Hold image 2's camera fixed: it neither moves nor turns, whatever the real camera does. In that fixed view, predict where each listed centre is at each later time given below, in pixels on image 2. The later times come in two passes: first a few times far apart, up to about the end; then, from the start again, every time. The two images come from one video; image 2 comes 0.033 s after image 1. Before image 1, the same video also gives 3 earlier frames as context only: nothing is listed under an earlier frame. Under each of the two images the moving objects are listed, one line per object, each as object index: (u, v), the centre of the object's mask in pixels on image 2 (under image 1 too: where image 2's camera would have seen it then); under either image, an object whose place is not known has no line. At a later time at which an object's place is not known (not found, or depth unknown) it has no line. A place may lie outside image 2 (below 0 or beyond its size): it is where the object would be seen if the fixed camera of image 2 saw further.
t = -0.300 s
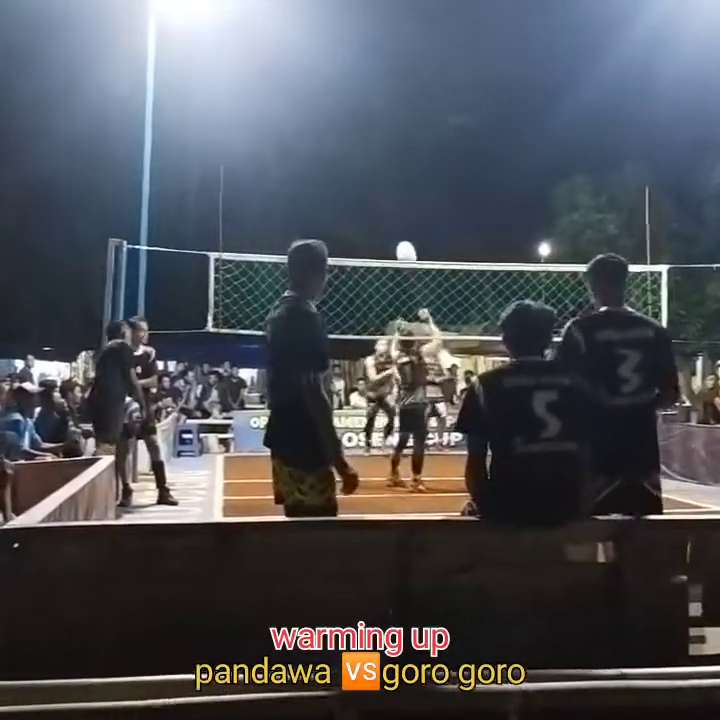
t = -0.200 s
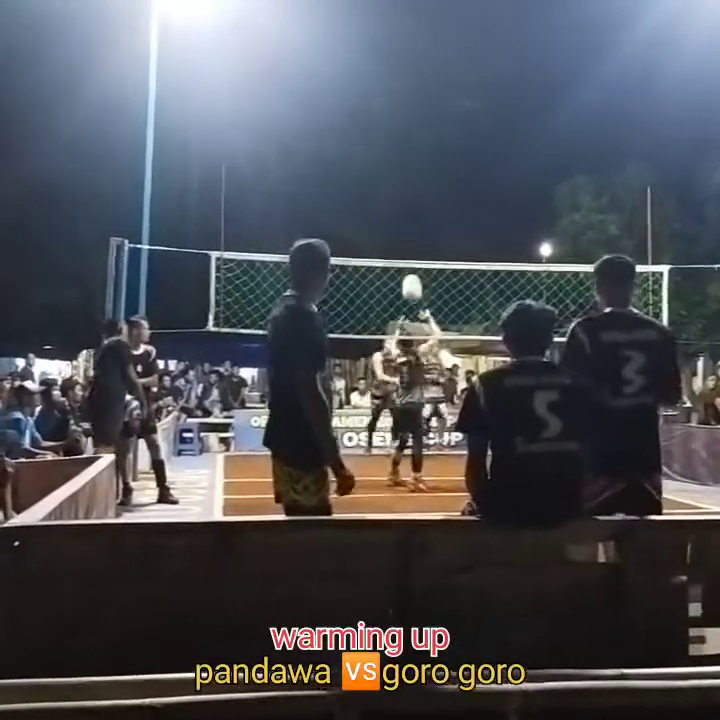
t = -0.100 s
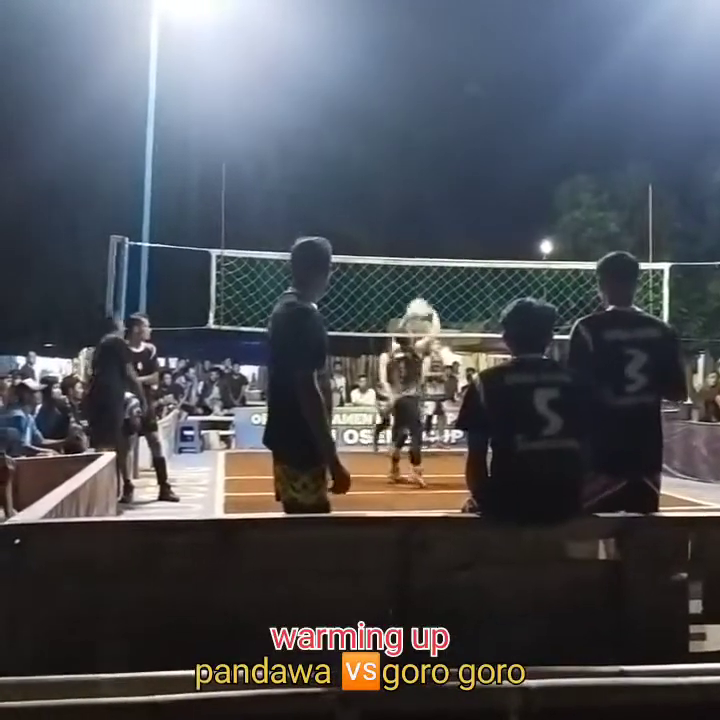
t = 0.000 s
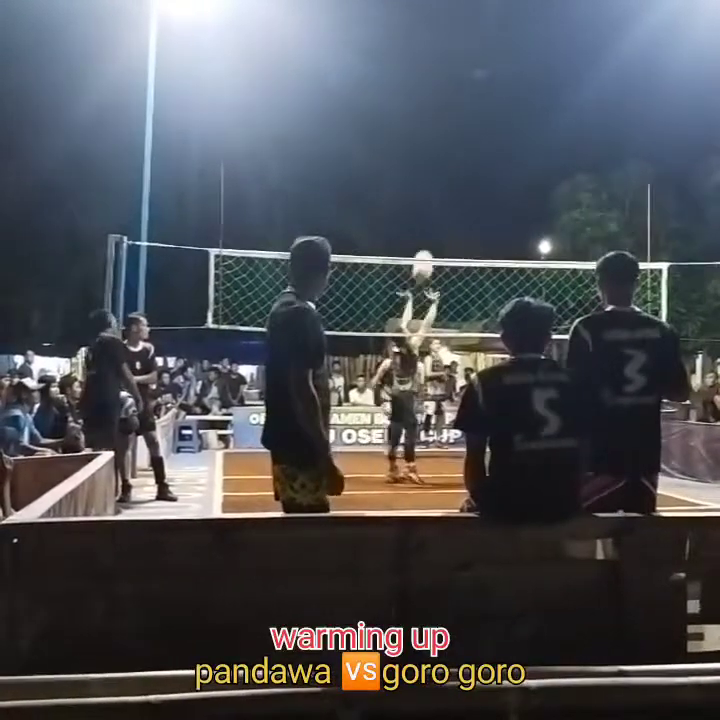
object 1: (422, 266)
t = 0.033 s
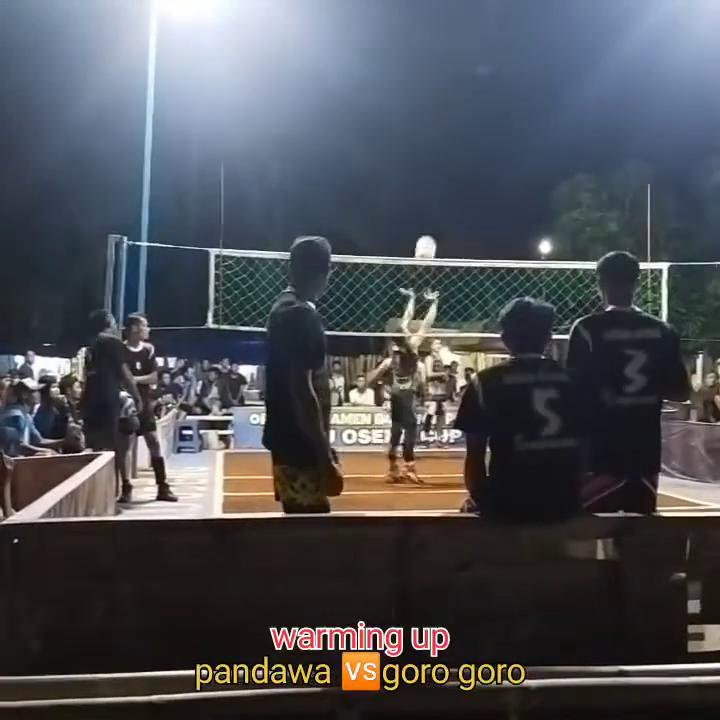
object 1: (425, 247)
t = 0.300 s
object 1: (441, 167)
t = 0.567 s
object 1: (454, 151)
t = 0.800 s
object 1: (464, 185)
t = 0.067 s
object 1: (427, 237)
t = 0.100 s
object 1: (429, 223)
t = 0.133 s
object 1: (431, 211)
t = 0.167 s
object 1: (433, 201)
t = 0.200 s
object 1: (435, 191)
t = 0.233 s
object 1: (437, 182)
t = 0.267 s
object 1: (439, 174)
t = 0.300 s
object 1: (441, 167)
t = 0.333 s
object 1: (442, 162)
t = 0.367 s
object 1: (444, 157)
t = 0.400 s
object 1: (446, 154)
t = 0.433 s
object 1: (447, 151)
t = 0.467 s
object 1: (449, 150)
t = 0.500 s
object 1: (451, 149)
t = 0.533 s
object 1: (452, 149)
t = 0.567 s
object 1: (454, 151)
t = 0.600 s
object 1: (455, 153)
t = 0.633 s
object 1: (456, 156)
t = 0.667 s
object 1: (458, 160)
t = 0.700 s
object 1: (459, 165)
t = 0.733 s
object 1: (461, 171)
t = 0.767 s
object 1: (462, 178)
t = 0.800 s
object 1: (464, 185)
